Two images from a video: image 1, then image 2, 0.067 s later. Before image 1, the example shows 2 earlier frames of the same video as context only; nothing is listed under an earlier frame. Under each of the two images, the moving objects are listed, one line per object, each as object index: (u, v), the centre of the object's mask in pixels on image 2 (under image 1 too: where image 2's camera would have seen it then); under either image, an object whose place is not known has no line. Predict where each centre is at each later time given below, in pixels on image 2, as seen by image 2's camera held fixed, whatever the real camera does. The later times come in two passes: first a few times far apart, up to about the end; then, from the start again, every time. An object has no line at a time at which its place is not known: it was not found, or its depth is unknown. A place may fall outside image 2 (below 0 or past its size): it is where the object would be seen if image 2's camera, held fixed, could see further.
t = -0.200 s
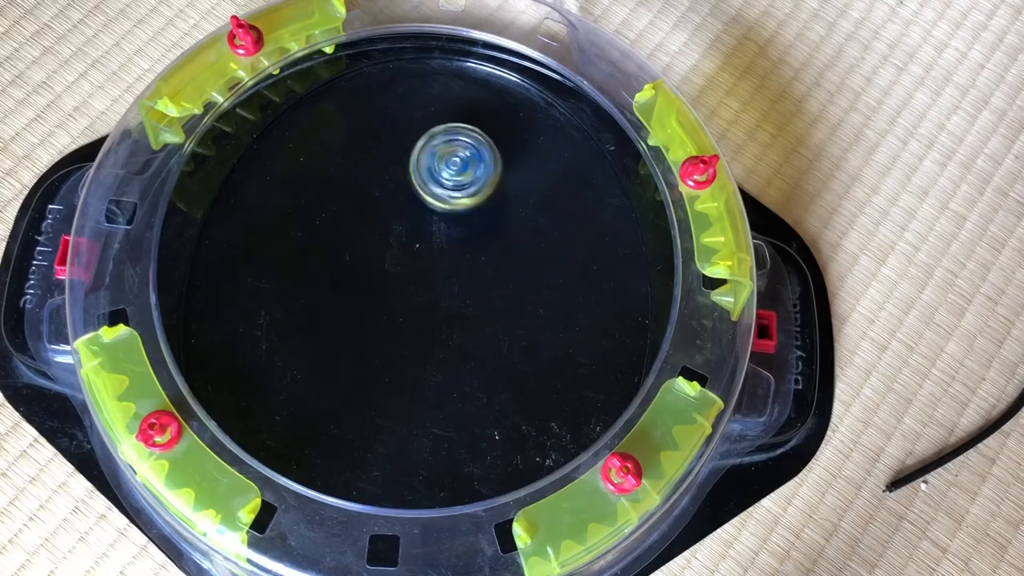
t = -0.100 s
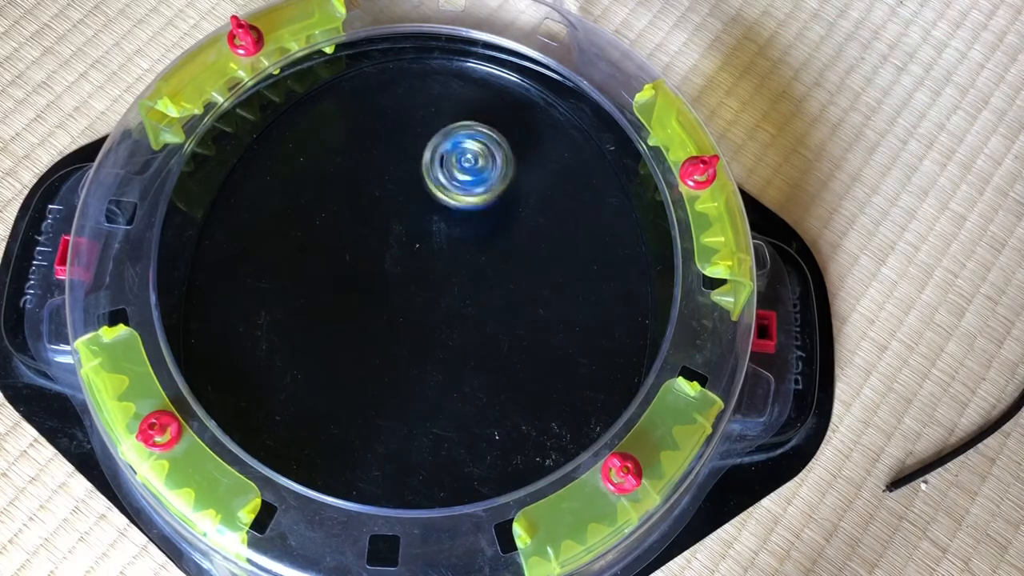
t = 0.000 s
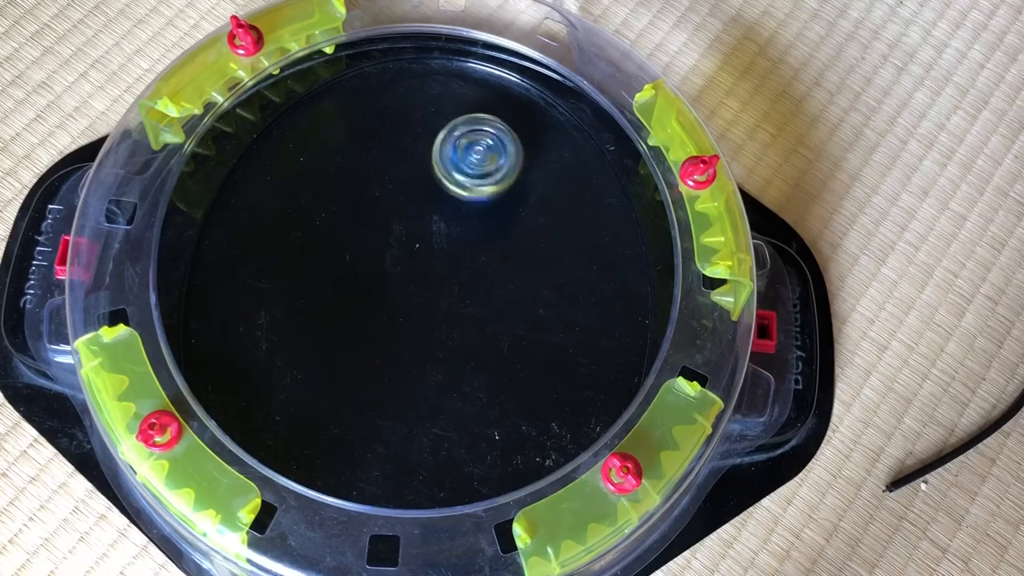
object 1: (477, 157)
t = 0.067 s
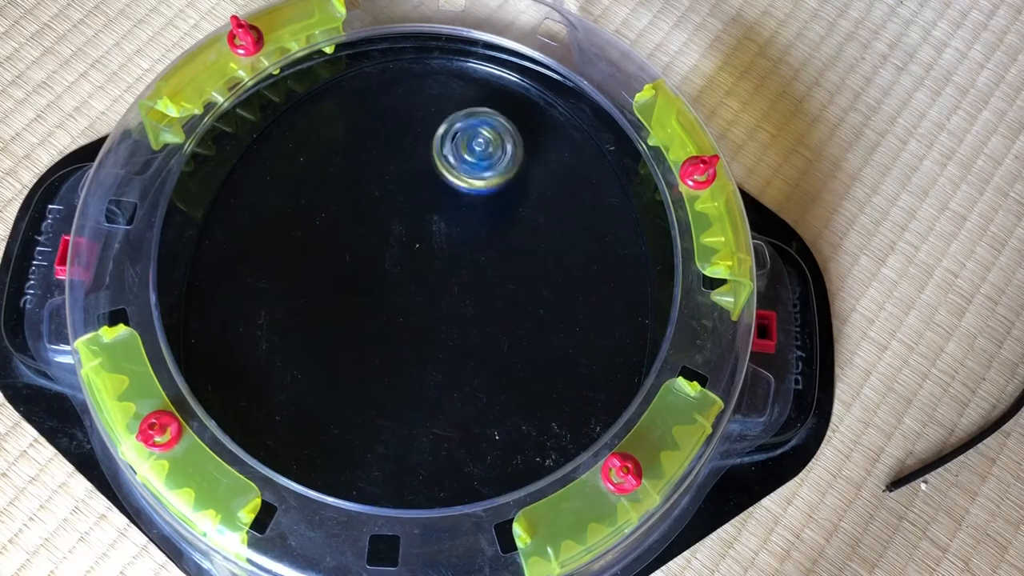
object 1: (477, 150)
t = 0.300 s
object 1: (459, 127)
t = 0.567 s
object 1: (420, 109)
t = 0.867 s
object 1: (414, 136)
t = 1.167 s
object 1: (450, 162)
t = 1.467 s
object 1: (466, 164)
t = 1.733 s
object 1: (459, 145)
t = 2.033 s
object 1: (437, 112)
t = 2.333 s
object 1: (421, 115)
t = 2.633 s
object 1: (442, 144)
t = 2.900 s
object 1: (457, 165)
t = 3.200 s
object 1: (453, 158)
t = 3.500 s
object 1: (442, 126)
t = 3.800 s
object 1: (433, 102)
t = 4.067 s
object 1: (432, 122)
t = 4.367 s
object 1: (425, 152)
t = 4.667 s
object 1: (422, 163)
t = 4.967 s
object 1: (434, 157)
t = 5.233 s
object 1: (459, 142)
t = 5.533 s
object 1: (459, 115)
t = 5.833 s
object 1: (422, 116)
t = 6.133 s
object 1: (414, 139)
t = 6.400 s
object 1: (431, 158)
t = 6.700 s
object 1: (461, 150)
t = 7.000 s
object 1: (452, 122)
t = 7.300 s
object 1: (420, 114)
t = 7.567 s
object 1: (427, 136)
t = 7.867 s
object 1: (440, 157)
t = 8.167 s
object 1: (439, 161)
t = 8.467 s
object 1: (446, 145)
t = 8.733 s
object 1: (459, 124)
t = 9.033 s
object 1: (444, 109)
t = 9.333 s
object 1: (420, 129)
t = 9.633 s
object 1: (421, 152)
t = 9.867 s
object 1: (437, 159)
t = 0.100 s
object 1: (476, 149)
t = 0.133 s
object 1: (474, 144)
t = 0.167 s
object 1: (473, 141)
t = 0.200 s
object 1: (470, 138)
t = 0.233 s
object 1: (466, 133)
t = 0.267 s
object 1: (464, 130)
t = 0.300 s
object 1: (459, 127)
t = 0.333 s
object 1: (454, 122)
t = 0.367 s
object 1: (449, 120)
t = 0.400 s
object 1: (445, 117)
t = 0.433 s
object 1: (440, 115)
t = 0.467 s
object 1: (434, 112)
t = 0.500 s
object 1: (430, 111)
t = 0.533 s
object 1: (425, 110)
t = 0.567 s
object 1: (420, 109)
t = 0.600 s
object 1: (415, 111)
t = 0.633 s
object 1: (411, 112)
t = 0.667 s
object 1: (409, 116)
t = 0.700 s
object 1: (408, 118)
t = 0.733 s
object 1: (409, 122)
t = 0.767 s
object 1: (409, 126)
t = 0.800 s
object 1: (411, 128)
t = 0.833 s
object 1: (413, 134)
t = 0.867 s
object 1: (414, 136)
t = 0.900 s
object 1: (418, 138)
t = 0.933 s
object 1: (423, 144)
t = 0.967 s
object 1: (424, 147)
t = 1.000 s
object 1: (428, 149)
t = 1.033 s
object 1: (432, 152)
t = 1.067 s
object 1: (437, 156)
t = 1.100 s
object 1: (441, 159)
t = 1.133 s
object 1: (444, 160)
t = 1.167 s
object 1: (450, 162)
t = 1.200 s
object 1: (452, 164)
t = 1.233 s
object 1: (456, 164)
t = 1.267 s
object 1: (460, 166)
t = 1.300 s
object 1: (461, 166)
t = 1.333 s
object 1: (465, 166)
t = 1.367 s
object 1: (465, 166)
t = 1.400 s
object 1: (467, 164)
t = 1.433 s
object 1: (468, 166)
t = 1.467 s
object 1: (466, 164)
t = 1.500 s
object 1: (468, 162)
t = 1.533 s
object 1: (467, 162)
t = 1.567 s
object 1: (467, 158)
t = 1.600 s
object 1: (467, 158)
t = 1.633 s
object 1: (465, 155)
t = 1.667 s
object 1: (465, 152)
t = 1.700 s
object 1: (463, 150)
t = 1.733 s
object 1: (459, 145)
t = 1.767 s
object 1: (459, 141)
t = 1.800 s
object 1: (457, 139)
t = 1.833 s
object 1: (454, 135)
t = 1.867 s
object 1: (450, 130)
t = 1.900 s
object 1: (446, 125)
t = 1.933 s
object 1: (444, 122)
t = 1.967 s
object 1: (441, 120)
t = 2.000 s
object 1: (438, 115)
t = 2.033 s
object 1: (437, 112)
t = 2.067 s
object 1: (435, 111)
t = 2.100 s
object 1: (432, 108)
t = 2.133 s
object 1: (429, 105)
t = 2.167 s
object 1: (425, 104)
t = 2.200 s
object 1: (422, 104)
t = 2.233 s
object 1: (420, 107)
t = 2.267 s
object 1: (420, 109)
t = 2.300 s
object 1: (420, 113)
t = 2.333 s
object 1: (421, 115)
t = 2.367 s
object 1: (425, 118)
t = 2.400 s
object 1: (426, 122)
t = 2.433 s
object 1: (426, 124)
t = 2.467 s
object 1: (430, 126)
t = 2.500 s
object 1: (433, 132)
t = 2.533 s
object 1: (434, 135)
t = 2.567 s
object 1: (437, 138)
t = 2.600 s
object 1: (439, 140)
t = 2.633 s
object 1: (442, 144)
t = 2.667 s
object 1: (445, 150)
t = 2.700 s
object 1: (446, 152)
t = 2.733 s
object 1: (450, 155)
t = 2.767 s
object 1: (451, 159)
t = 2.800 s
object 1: (452, 160)
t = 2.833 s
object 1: (455, 163)
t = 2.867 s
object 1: (455, 164)
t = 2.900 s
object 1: (457, 165)
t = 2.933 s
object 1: (456, 167)
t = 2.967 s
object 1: (456, 165)
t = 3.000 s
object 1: (458, 166)
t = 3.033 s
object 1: (456, 166)
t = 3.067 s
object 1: (455, 164)
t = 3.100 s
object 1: (456, 164)
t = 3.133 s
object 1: (454, 163)
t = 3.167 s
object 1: (453, 160)
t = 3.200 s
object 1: (453, 158)
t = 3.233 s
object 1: (451, 155)
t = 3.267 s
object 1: (450, 151)
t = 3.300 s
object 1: (450, 148)
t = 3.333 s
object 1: (448, 145)
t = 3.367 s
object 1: (446, 141)
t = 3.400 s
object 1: (445, 135)
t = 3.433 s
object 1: (444, 131)
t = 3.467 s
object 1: (444, 129)
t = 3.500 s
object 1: (442, 126)
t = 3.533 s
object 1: (440, 121)
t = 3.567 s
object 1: (441, 117)
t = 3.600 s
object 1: (441, 114)
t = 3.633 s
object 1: (440, 111)
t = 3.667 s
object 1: (439, 107)
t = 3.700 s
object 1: (438, 103)
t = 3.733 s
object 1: (436, 102)
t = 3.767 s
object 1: (433, 102)
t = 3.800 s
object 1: (433, 102)
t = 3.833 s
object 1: (433, 104)
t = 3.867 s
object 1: (430, 107)
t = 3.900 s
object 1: (429, 107)
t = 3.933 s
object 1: (431, 109)
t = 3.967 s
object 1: (432, 115)
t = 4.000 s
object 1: (430, 118)
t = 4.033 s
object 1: (431, 120)
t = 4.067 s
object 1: (432, 122)
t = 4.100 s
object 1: (432, 126)
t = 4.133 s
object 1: (431, 132)
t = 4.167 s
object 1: (429, 134)
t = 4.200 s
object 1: (429, 135)
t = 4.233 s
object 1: (430, 138)
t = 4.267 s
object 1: (429, 142)
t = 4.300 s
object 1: (426, 146)
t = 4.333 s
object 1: (425, 149)
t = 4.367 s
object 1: (425, 152)
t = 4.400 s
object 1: (424, 156)
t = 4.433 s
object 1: (422, 158)
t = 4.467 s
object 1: (422, 159)
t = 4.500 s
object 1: (424, 161)
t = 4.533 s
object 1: (422, 163)
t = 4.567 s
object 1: (421, 162)
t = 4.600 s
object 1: (423, 163)
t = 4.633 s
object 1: (421, 164)
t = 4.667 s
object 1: (422, 163)
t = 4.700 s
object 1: (423, 164)
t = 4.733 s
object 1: (421, 164)
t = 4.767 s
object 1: (423, 162)
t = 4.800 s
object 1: (426, 163)
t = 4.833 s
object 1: (425, 164)
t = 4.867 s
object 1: (426, 161)
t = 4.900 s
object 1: (431, 160)
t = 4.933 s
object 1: (433, 160)
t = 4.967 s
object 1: (434, 157)
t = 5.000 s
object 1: (440, 156)
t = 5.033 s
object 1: (443, 155)
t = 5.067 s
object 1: (445, 153)
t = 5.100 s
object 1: (448, 151)
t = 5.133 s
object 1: (452, 147)
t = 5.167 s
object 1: (456, 145)
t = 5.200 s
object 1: (459, 144)
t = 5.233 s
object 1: (459, 142)
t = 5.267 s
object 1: (462, 137)
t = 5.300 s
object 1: (466, 136)
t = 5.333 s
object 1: (466, 133)
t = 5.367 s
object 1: (467, 130)
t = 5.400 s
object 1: (468, 127)
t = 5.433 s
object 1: (466, 123)
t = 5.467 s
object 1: (465, 119)
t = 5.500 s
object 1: (463, 118)
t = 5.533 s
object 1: (459, 115)
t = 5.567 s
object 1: (455, 113)
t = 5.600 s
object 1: (453, 112)
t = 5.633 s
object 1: (447, 111)
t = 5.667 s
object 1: (442, 110)
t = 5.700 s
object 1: (438, 111)
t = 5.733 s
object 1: (434, 111)
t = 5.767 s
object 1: (430, 112)
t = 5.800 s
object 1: (426, 114)
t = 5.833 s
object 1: (422, 116)
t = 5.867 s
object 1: (420, 118)
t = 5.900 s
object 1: (418, 122)
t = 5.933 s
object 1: (416, 123)
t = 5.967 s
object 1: (416, 125)
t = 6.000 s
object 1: (415, 130)
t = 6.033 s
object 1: (413, 131)
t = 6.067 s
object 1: (413, 131)
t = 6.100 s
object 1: (415, 135)
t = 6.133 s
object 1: (414, 139)
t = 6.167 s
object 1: (414, 140)
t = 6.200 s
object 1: (416, 143)
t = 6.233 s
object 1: (417, 147)
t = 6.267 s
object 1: (418, 149)
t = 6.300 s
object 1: (420, 151)
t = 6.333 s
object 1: (423, 154)
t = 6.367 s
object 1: (426, 156)
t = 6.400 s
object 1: (431, 158)
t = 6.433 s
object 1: (434, 159)
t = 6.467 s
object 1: (437, 159)
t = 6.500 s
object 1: (443, 158)
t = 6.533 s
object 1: (446, 159)
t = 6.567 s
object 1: (448, 158)
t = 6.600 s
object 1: (452, 156)
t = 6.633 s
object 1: (456, 155)
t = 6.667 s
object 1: (458, 154)
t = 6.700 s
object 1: (461, 150)
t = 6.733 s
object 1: (464, 148)
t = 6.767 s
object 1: (464, 145)
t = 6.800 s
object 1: (465, 141)
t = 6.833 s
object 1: (466, 138)
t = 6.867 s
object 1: (464, 135)
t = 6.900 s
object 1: (461, 131)
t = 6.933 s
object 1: (460, 127)
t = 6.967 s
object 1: (456, 124)
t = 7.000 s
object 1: (452, 122)
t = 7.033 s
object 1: (449, 119)
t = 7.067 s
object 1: (445, 118)
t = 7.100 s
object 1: (441, 115)
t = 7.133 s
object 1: (438, 114)
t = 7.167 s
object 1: (434, 113)
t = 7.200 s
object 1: (430, 112)
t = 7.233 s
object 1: (426, 112)
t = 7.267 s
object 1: (423, 113)
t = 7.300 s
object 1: (420, 114)
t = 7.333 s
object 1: (418, 117)
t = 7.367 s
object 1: (418, 120)
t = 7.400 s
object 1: (418, 122)
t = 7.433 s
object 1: (420, 126)
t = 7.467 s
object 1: (421, 128)
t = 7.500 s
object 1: (422, 131)
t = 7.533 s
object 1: (423, 132)
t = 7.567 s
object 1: (427, 136)
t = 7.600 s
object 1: (430, 140)
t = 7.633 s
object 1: (430, 142)
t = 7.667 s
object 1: (431, 143)
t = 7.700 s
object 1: (433, 145)
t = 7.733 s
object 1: (435, 148)
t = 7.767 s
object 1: (437, 152)
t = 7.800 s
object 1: (438, 155)
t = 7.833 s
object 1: (439, 157)
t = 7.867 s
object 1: (440, 157)
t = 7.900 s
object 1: (442, 160)
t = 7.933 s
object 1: (441, 162)
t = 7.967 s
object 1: (440, 161)
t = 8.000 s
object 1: (441, 161)
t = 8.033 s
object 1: (442, 163)
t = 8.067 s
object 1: (440, 163)
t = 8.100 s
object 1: (440, 162)
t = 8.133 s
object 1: (440, 162)
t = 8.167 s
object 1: (439, 161)
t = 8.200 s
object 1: (439, 159)
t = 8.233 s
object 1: (440, 158)
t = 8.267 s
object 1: (440, 158)
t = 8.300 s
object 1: (438, 156)
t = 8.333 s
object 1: (440, 152)
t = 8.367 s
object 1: (442, 151)
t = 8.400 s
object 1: (443, 150)
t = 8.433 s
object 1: (443, 148)
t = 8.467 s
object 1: (446, 145)
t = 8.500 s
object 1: (448, 140)
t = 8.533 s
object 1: (450, 137)
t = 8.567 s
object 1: (452, 135)
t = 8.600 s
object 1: (453, 134)
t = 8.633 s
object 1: (453, 132)
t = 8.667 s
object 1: (455, 128)
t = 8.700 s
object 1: (458, 126)
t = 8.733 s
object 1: (459, 124)
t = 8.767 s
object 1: (459, 121)
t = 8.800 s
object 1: (461, 118)
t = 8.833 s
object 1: (461, 116)
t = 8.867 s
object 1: (458, 113)
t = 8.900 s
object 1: (457, 110)
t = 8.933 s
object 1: (455, 110)
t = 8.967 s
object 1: (449, 109)
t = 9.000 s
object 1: (445, 109)
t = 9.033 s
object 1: (444, 109)
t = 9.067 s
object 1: (441, 110)
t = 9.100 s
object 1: (436, 112)
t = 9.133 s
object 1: (432, 114)
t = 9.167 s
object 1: (430, 117)
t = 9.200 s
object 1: (428, 119)
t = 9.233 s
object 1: (426, 121)
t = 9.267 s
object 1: (424, 125)
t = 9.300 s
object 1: (422, 128)
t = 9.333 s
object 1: (420, 129)
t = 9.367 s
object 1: (421, 131)
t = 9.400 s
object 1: (421, 134)
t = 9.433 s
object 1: (419, 138)
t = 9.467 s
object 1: (417, 139)
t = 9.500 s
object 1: (418, 141)
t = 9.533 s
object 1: (418, 143)
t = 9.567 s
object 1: (418, 146)
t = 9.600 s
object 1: (418, 148)
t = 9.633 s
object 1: (421, 152)
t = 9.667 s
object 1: (422, 153)
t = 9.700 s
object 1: (425, 154)
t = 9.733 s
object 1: (428, 156)
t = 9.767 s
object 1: (429, 157)
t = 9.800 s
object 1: (430, 157)
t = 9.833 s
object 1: (434, 157)
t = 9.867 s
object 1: (437, 159)
